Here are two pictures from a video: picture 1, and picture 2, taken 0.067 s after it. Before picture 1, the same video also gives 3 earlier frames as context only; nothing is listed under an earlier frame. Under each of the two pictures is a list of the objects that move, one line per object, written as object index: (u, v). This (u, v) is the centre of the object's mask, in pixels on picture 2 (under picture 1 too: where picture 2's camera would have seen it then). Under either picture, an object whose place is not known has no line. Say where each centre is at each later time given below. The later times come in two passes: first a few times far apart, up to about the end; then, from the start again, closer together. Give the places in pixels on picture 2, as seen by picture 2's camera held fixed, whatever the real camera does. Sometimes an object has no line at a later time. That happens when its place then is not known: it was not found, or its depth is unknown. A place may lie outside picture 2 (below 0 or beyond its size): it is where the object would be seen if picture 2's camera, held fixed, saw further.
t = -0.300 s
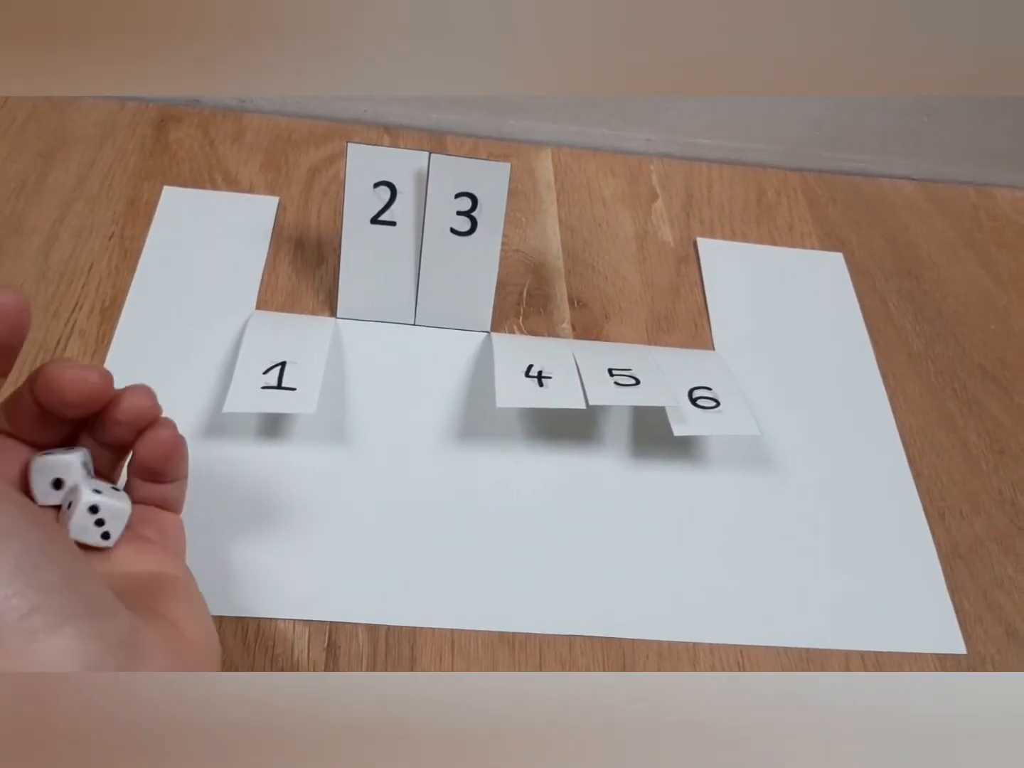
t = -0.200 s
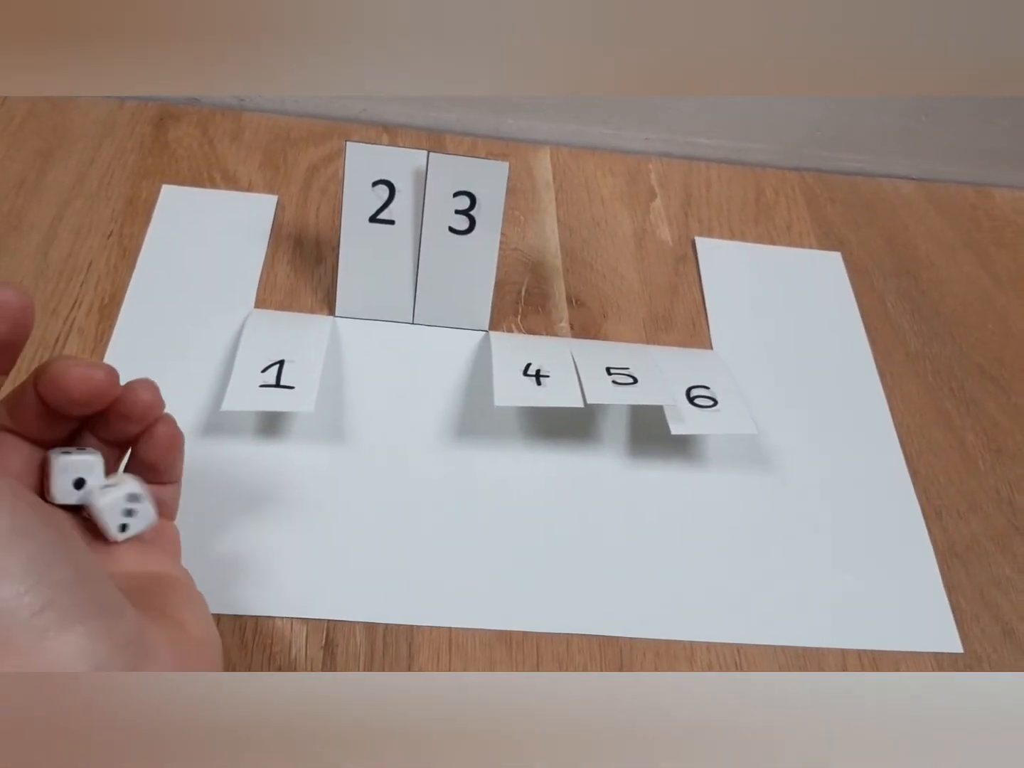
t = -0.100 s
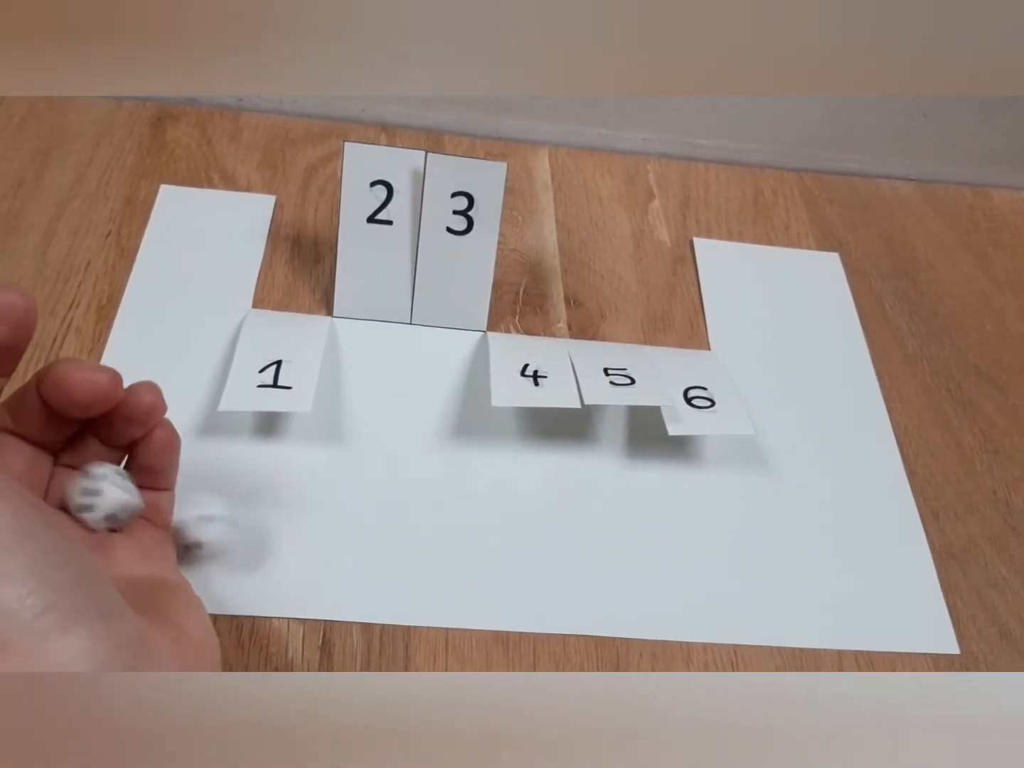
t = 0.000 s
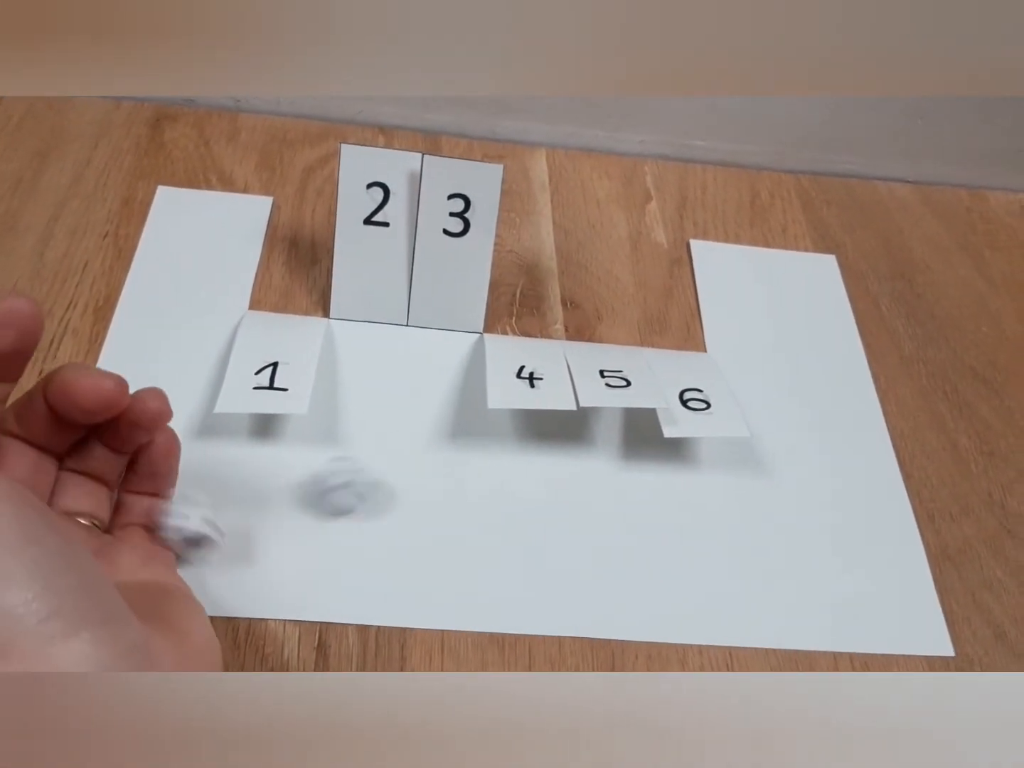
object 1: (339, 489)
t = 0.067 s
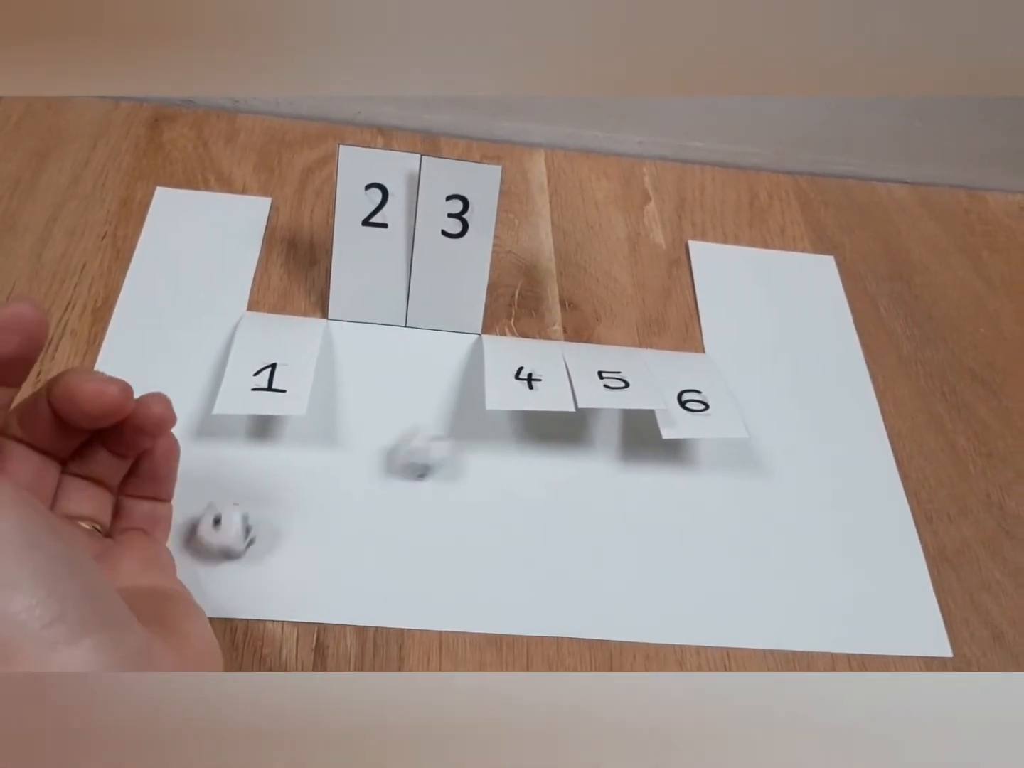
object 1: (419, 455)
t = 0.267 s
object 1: (554, 371)
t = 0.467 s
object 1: (557, 380)
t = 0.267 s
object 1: (554, 371)
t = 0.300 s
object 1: (565, 358)
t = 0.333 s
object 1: (567, 352)
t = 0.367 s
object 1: (564, 354)
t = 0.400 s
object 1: (560, 357)
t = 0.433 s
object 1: (558, 361)
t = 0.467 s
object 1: (557, 380)
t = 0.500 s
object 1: (556, 386)
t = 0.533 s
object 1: (557, 383)
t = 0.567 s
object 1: (557, 381)
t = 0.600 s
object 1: (557, 383)
